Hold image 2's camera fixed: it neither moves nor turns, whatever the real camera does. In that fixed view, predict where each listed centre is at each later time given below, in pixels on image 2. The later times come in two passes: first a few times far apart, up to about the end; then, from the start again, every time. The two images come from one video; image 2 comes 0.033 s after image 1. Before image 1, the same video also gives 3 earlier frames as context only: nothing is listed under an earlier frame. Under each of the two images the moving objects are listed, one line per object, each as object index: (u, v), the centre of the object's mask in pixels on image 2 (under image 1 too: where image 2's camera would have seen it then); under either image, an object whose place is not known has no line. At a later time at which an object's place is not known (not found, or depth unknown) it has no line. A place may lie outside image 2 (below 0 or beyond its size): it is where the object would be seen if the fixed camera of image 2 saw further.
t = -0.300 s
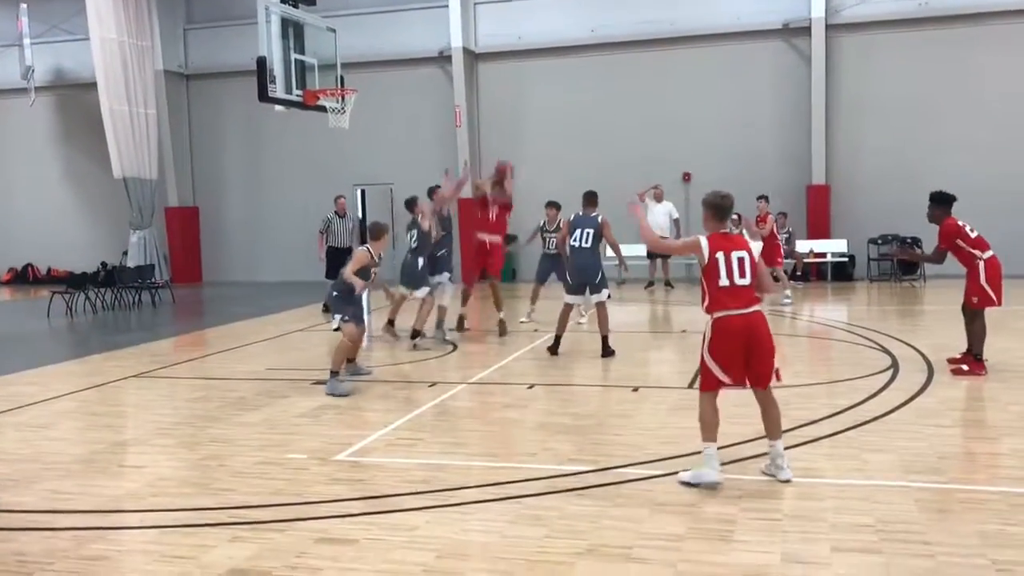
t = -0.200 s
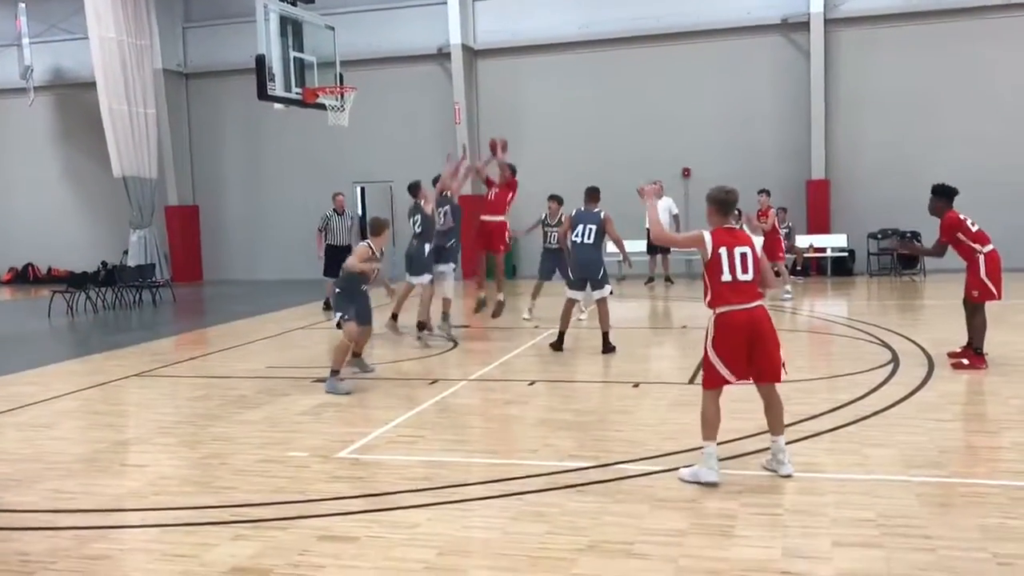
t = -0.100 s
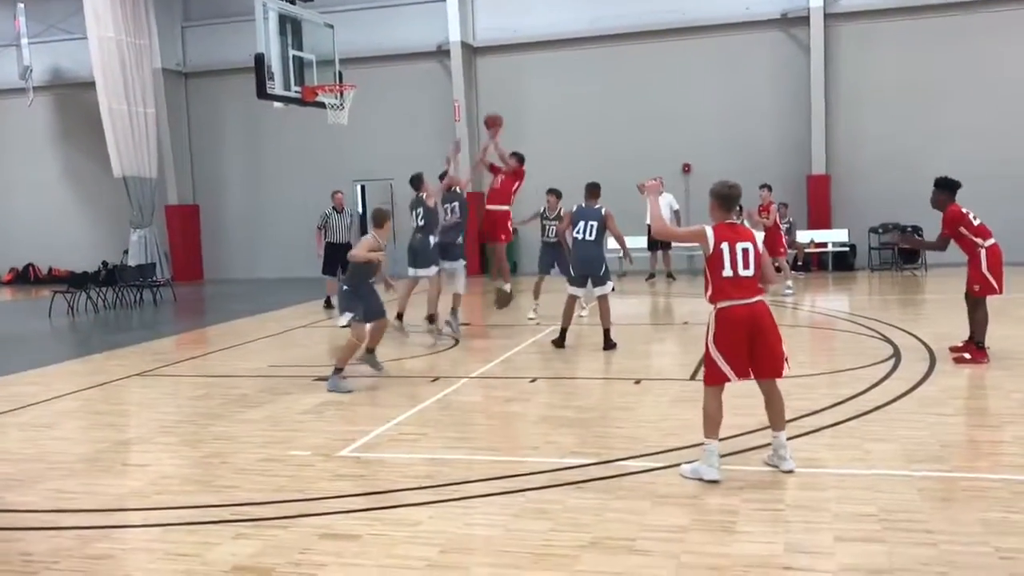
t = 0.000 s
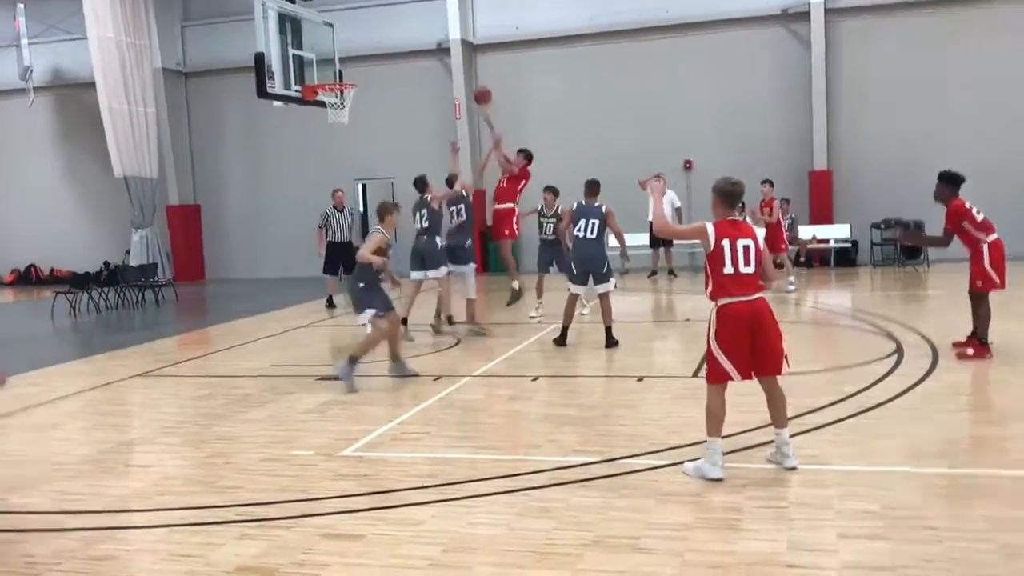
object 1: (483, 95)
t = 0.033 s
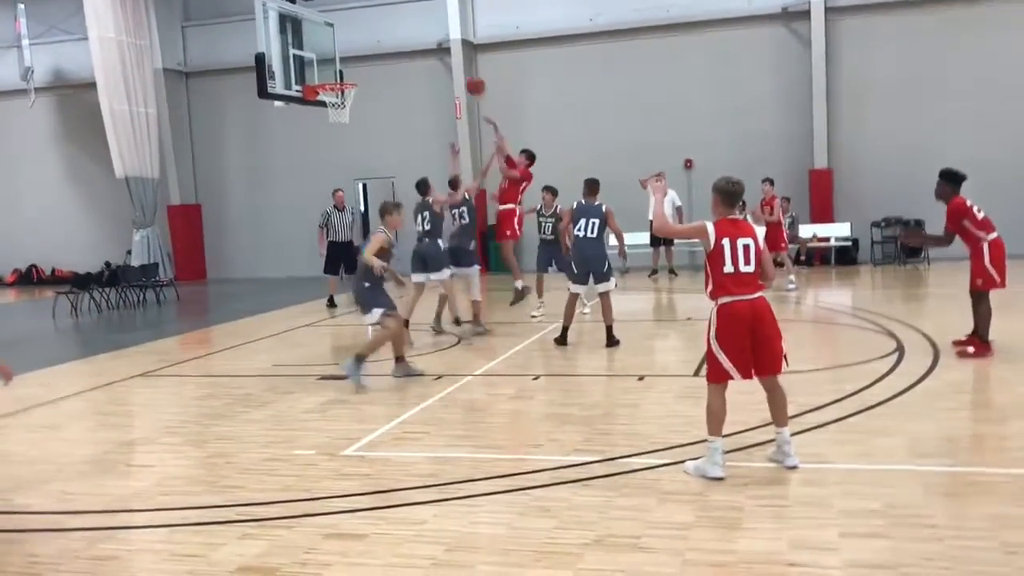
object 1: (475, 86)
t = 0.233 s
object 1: (433, 46)
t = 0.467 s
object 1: (382, 40)
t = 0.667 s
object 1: (341, 73)
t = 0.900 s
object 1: (341, 129)
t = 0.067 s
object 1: (467, 78)
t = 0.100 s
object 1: (461, 69)
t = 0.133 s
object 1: (453, 62)
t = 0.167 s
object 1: (446, 57)
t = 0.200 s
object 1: (439, 52)
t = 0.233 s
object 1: (433, 46)
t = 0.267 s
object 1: (425, 43)
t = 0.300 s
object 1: (418, 41)
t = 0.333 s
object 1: (411, 38)
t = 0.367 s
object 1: (403, 37)
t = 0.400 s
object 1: (396, 38)
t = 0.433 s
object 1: (389, 39)
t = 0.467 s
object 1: (382, 40)
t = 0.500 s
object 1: (375, 43)
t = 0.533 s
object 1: (368, 47)
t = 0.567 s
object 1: (362, 51)
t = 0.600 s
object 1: (355, 57)
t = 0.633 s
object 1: (347, 64)
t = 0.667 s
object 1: (341, 73)
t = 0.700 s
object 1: (334, 80)
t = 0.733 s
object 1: (333, 89)
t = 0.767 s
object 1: (328, 97)
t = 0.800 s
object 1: (333, 100)
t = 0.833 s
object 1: (334, 113)
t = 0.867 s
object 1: (337, 122)
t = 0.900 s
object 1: (341, 129)
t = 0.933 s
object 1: (344, 139)
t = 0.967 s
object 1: (347, 150)
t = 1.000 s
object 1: (351, 161)
